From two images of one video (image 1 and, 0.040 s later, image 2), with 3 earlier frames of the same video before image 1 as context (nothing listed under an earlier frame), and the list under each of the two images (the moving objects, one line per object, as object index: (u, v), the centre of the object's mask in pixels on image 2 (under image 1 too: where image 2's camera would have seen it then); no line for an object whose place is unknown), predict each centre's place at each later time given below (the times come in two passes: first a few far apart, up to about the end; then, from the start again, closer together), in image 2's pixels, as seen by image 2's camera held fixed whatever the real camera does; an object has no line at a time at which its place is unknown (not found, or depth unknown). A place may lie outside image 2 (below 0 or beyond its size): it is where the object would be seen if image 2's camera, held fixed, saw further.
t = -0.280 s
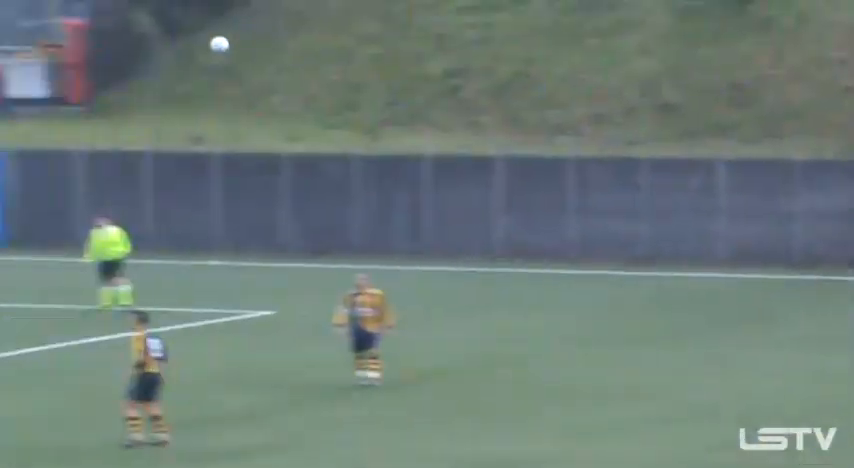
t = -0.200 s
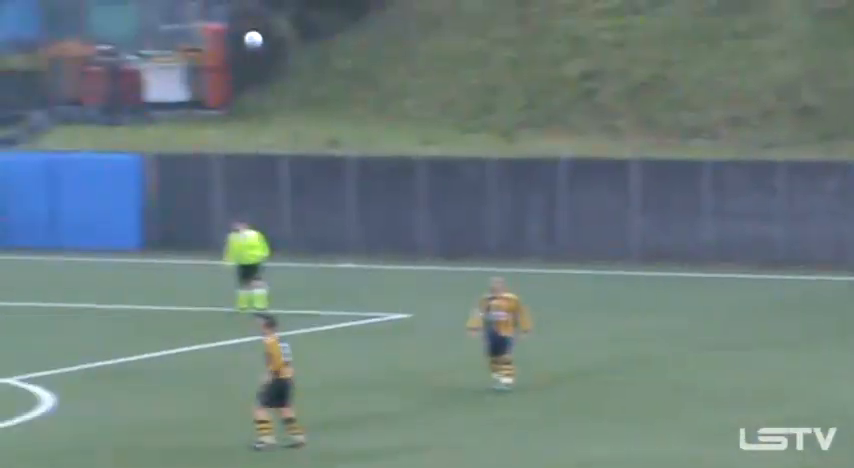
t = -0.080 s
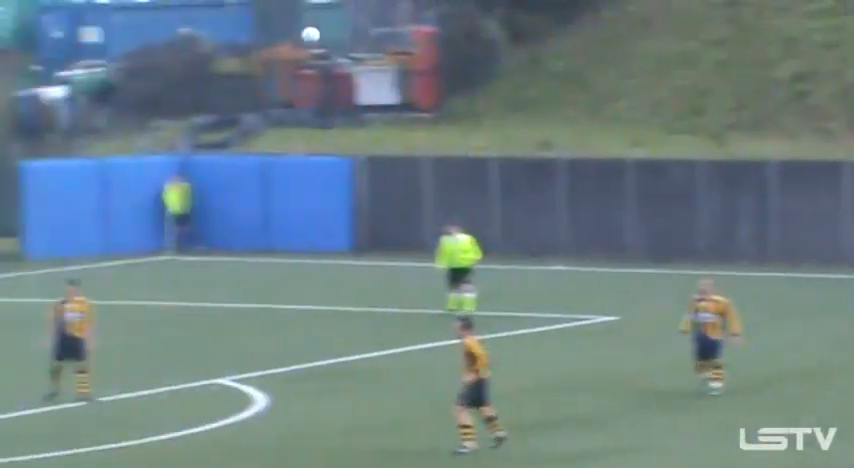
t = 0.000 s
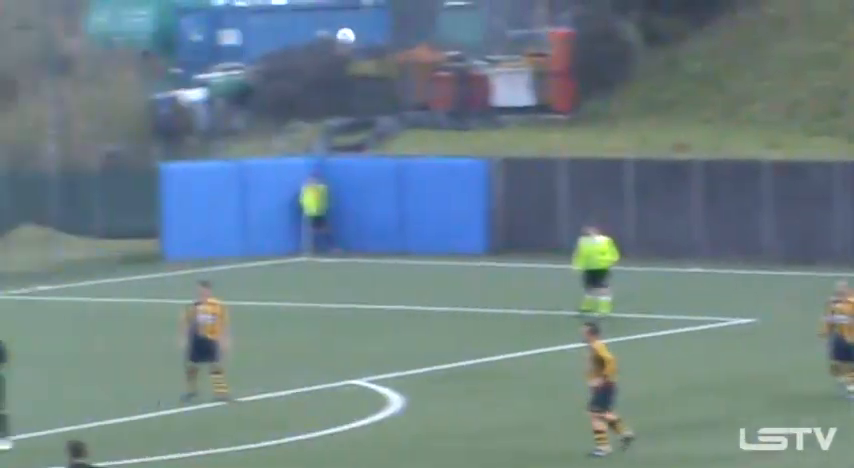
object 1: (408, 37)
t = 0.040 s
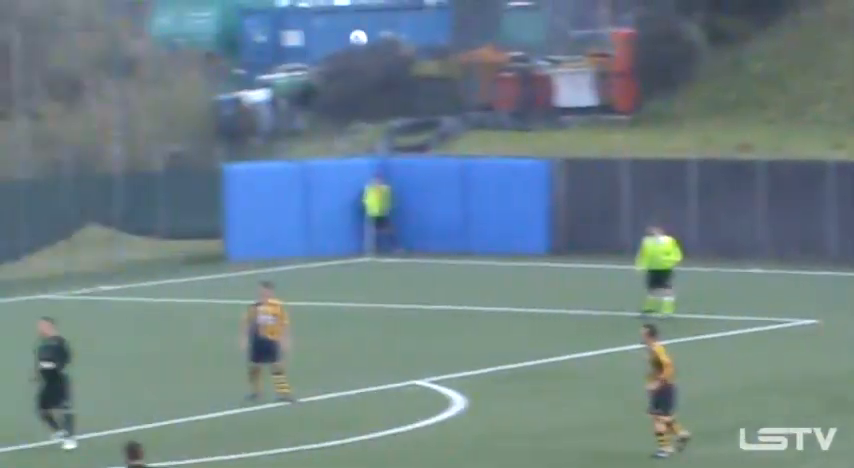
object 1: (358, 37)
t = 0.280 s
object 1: (56, 58)
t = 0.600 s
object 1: (-374, 133)
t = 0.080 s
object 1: (307, 39)
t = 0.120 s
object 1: (257, 41)
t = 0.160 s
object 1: (207, 44)
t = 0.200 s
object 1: (157, 48)
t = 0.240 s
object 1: (107, 53)
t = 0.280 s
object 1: (56, 58)
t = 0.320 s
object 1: (5, 64)
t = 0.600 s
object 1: (-374, 133)
